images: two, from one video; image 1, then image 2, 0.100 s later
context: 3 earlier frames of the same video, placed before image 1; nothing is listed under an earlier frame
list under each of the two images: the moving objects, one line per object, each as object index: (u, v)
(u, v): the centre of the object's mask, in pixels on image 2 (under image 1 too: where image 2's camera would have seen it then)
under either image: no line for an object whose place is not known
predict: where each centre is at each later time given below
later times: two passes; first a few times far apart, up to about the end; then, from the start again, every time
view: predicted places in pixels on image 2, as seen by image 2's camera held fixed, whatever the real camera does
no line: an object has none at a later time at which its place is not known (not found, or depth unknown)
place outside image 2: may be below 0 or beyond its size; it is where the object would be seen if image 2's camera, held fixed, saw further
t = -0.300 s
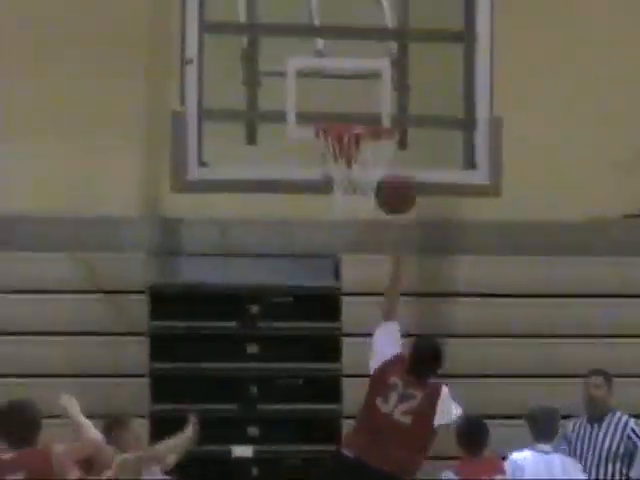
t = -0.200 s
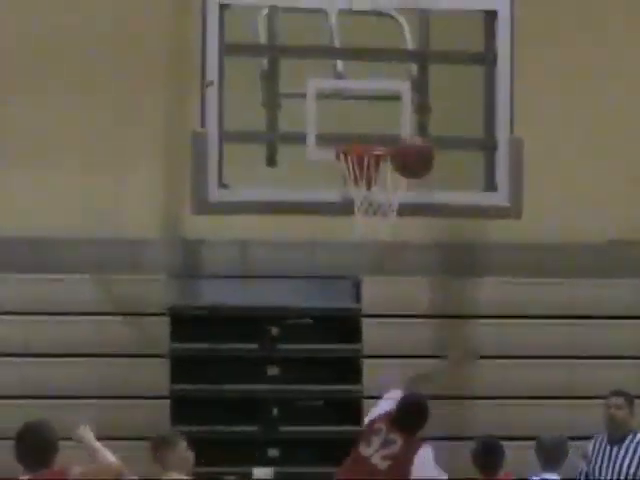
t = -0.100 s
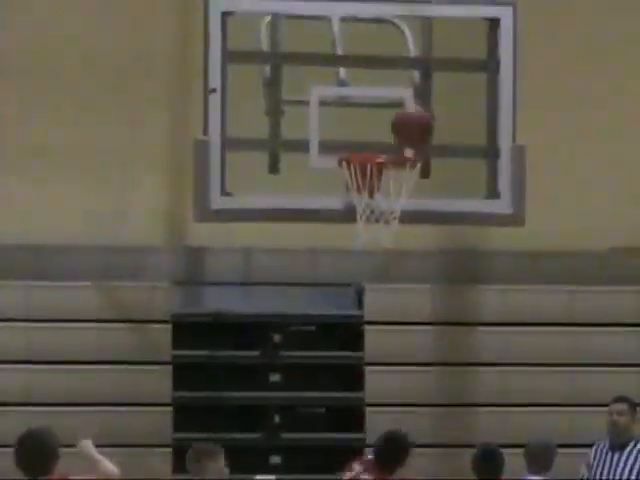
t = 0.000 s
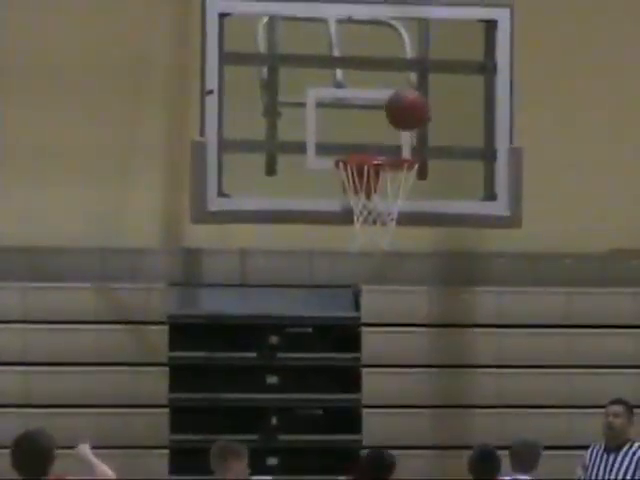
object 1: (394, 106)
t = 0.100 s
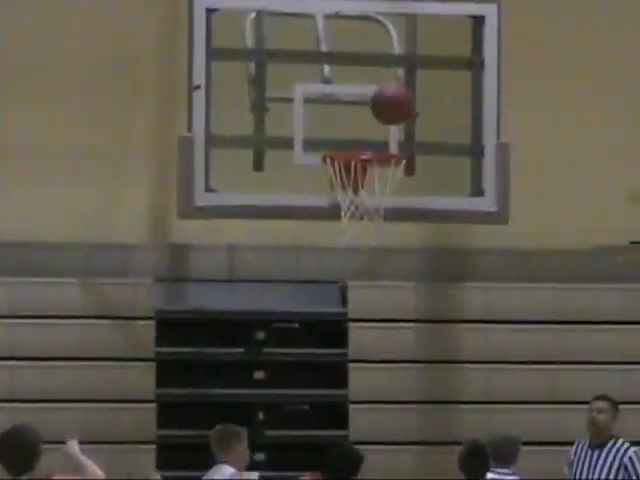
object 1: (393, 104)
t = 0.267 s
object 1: (387, 132)
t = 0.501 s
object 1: (399, 136)
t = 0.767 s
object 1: (427, 167)
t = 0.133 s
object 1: (392, 106)
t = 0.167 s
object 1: (391, 111)
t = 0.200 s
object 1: (391, 116)
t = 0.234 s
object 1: (391, 123)
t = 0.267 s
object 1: (387, 132)
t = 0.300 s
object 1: (387, 132)
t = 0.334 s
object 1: (387, 133)
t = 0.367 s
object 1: (388, 132)
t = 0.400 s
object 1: (389, 132)
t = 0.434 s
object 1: (390, 132)
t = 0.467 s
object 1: (394, 134)
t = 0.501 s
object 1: (399, 136)
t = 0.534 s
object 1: (402, 135)
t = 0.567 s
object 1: (406, 135)
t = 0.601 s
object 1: (410, 136)
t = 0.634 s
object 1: (414, 137)
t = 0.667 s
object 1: (418, 142)
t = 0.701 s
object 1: (421, 149)
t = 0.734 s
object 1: (424, 159)
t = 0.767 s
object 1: (427, 167)
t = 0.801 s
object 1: (431, 178)
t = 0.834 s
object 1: (435, 192)
